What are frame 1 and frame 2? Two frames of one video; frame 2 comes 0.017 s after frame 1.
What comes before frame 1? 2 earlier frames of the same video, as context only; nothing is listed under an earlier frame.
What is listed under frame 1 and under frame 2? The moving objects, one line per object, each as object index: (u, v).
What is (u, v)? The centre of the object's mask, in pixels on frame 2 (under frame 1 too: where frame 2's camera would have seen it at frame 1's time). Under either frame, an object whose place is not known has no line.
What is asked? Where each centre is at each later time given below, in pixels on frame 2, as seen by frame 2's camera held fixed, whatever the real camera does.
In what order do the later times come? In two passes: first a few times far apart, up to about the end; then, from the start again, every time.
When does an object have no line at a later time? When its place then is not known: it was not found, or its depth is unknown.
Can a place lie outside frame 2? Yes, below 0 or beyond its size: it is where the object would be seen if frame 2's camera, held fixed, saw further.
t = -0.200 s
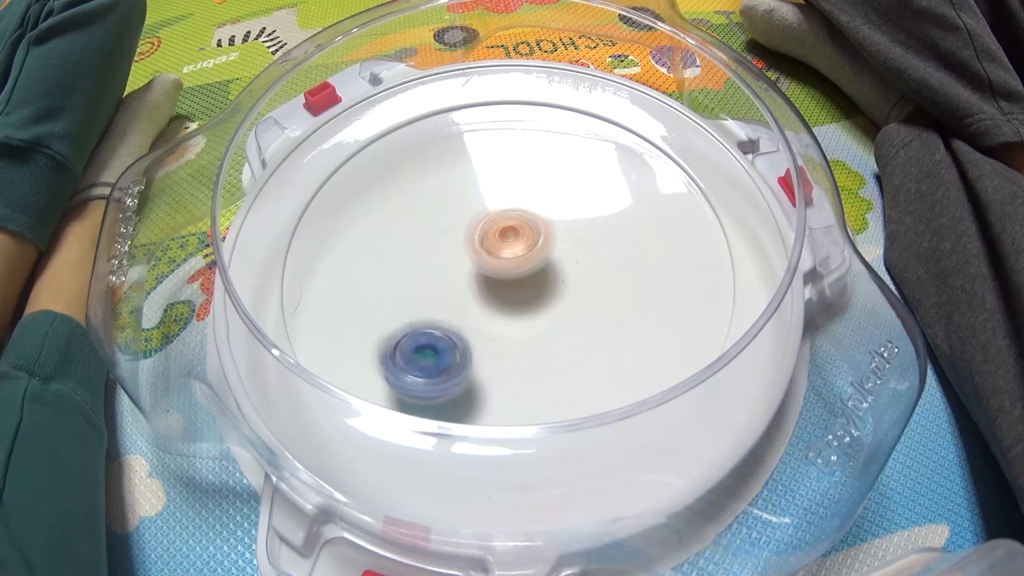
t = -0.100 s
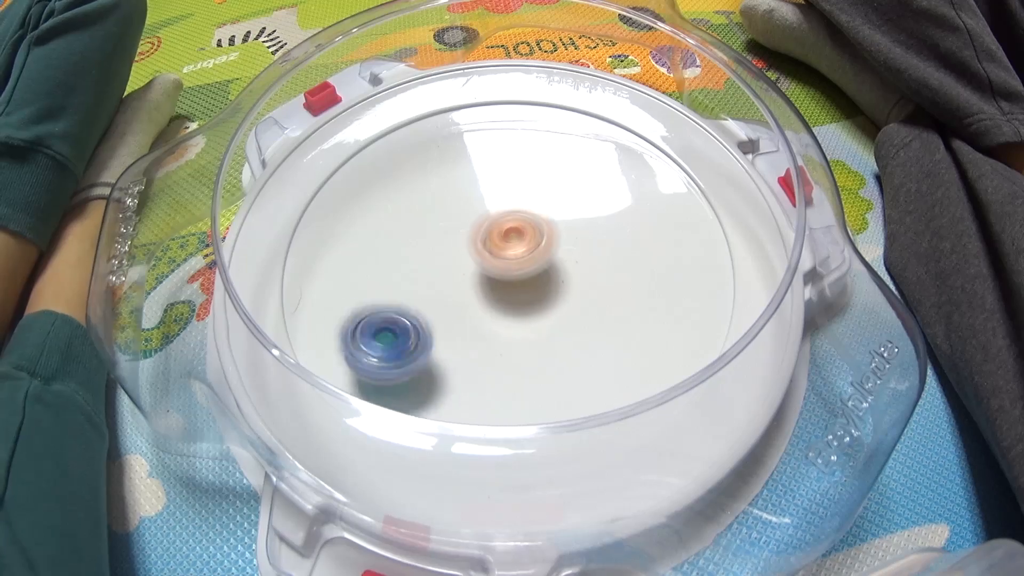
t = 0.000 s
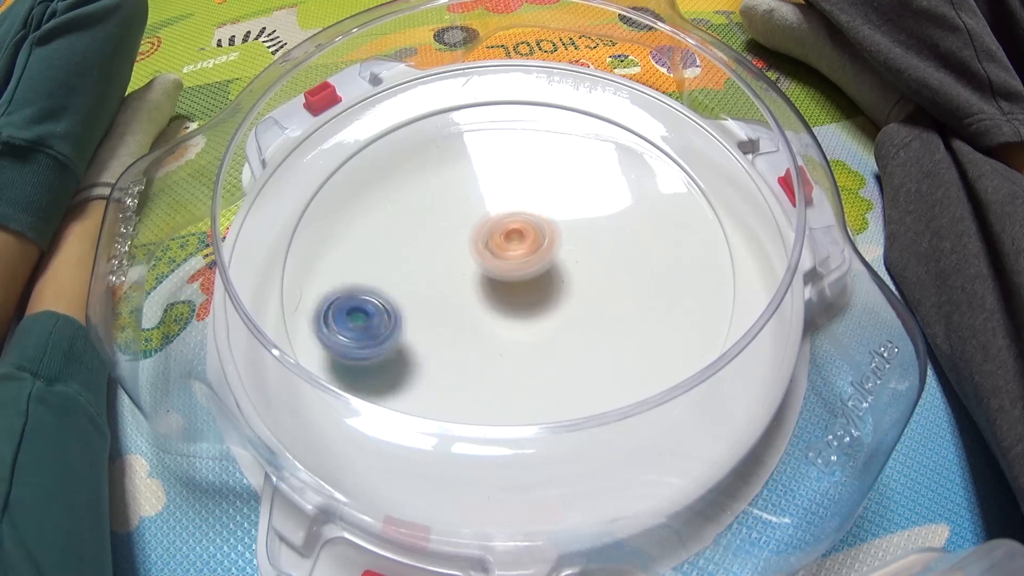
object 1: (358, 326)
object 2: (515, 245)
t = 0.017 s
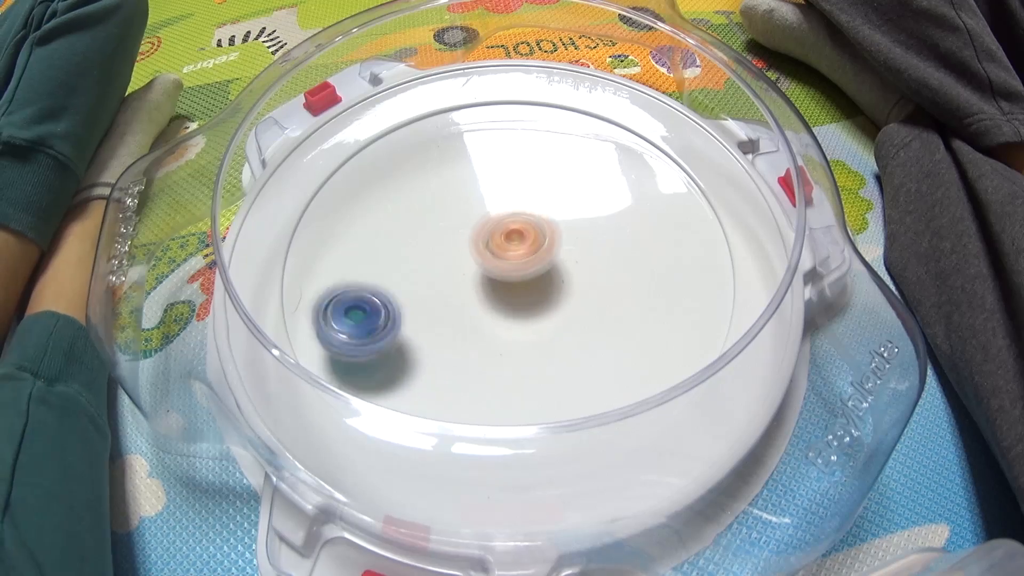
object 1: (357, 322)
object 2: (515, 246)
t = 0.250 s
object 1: (382, 255)
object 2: (520, 250)
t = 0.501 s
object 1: (407, 171)
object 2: (522, 251)
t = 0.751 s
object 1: (449, 166)
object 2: (524, 253)
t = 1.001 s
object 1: (562, 178)
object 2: (519, 255)
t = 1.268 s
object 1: (633, 178)
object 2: (511, 253)
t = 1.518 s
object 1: (616, 249)
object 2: (489, 249)
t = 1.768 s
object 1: (659, 302)
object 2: (475, 245)
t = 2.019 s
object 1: (570, 311)
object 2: (485, 251)
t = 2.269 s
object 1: (477, 359)
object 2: (482, 232)
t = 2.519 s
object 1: (442, 342)
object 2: (487, 233)
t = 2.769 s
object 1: (244, 288)
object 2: (663, 148)
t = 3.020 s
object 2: (670, 128)
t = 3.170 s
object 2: (619, 165)
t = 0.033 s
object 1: (356, 320)
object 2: (516, 246)
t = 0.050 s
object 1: (356, 317)
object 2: (516, 246)
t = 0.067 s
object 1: (355, 313)
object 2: (516, 246)
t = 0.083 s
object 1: (357, 311)
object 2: (517, 247)
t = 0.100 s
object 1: (359, 307)
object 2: (517, 247)
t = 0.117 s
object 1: (360, 301)
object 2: (517, 248)
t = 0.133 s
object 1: (363, 297)
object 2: (518, 248)
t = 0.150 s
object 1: (365, 291)
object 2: (518, 248)
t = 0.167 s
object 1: (369, 285)
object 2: (518, 249)
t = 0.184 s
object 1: (371, 279)
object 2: (519, 249)
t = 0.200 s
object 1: (374, 274)
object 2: (519, 249)
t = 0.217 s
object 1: (377, 267)
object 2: (519, 249)
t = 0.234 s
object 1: (378, 261)
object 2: (519, 250)
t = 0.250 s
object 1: (382, 255)
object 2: (520, 250)
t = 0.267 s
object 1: (384, 249)
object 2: (520, 250)
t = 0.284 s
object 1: (386, 242)
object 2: (520, 250)
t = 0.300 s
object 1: (388, 236)
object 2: (520, 251)
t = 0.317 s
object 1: (391, 231)
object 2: (520, 251)
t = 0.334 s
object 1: (392, 223)
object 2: (520, 251)
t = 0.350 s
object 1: (394, 218)
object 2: (521, 251)
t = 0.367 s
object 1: (396, 212)
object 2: (521, 251)
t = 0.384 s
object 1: (397, 206)
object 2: (521, 251)
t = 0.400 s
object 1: (400, 201)
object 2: (521, 251)
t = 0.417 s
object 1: (401, 196)
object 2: (521, 251)
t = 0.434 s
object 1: (403, 190)
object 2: (521, 251)
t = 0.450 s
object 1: (404, 185)
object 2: (522, 251)
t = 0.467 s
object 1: (406, 181)
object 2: (522, 251)
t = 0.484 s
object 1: (406, 175)
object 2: (522, 251)
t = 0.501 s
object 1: (407, 171)
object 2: (522, 251)
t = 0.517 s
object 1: (409, 168)
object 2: (523, 251)
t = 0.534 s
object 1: (410, 163)
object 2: (523, 251)
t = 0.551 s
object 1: (412, 161)
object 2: (523, 251)
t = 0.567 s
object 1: (413, 159)
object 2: (524, 251)
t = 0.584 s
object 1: (415, 157)
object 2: (524, 251)
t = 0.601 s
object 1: (417, 156)
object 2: (525, 252)
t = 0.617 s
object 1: (419, 156)
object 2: (525, 252)
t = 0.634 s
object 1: (421, 156)
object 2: (525, 252)
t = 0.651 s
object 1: (424, 157)
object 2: (525, 252)
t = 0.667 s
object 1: (427, 156)
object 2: (525, 252)
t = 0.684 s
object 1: (430, 157)
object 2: (525, 252)
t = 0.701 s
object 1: (435, 159)
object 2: (525, 252)
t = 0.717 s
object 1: (439, 160)
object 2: (525, 253)
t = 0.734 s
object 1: (443, 163)
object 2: (525, 253)
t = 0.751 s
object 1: (449, 166)
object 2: (524, 253)
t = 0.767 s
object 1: (457, 167)
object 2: (524, 254)
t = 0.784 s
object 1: (462, 168)
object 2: (523, 254)
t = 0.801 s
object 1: (471, 171)
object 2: (523, 253)
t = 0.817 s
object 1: (479, 171)
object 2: (522, 253)
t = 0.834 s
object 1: (484, 173)
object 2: (522, 253)
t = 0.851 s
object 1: (494, 174)
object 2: (521, 253)
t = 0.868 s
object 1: (501, 175)
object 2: (521, 253)
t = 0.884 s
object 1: (508, 176)
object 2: (521, 253)
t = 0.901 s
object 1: (517, 177)
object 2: (520, 253)
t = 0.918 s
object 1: (526, 177)
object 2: (520, 253)
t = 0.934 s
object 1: (532, 179)
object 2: (519, 253)
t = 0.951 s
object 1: (541, 179)
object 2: (520, 254)
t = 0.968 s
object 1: (547, 178)
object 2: (519, 254)
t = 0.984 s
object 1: (555, 179)
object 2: (519, 254)
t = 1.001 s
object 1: (562, 178)
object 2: (519, 255)
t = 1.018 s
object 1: (569, 179)
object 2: (518, 255)
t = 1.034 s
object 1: (576, 179)
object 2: (518, 255)
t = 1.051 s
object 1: (583, 179)
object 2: (517, 255)
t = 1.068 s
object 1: (590, 179)
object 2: (516, 255)
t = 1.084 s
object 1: (597, 181)
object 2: (516, 255)
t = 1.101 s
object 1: (603, 179)
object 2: (515, 255)
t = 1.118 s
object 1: (608, 179)
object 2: (515, 255)
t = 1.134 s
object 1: (614, 178)
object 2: (514, 255)
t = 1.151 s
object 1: (618, 177)
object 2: (514, 255)
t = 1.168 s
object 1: (623, 178)
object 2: (514, 255)
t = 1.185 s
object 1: (627, 176)
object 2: (513, 255)
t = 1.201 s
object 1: (629, 177)
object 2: (513, 254)
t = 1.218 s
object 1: (632, 176)
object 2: (513, 254)
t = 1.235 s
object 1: (633, 176)
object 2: (512, 254)
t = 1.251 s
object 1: (634, 178)
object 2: (512, 254)
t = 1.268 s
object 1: (633, 178)
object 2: (511, 253)
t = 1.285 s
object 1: (632, 180)
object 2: (511, 253)
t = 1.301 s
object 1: (631, 181)
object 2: (511, 253)
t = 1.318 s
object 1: (629, 184)
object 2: (511, 253)
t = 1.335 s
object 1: (627, 186)
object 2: (510, 253)
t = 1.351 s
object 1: (624, 190)
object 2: (510, 252)
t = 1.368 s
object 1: (621, 195)
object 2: (510, 252)
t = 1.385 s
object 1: (618, 201)
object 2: (510, 252)
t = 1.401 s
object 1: (615, 206)
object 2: (510, 252)
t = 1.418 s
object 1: (611, 213)
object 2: (510, 252)
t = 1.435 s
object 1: (609, 219)
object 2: (510, 251)
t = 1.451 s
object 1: (606, 225)
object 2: (509, 251)
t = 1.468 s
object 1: (603, 231)
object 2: (509, 251)
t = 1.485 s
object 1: (607, 237)
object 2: (504, 251)
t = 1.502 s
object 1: (611, 244)
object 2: (496, 250)
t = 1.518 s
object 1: (616, 249)
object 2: (489, 249)
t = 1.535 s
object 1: (618, 253)
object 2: (483, 247)
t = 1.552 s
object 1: (623, 259)
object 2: (479, 247)
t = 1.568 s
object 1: (626, 263)
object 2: (476, 246)
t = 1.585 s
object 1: (631, 268)
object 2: (474, 245)
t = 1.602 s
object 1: (633, 272)
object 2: (473, 244)
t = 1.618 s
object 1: (639, 278)
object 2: (473, 244)
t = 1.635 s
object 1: (642, 281)
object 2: (472, 243)
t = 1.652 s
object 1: (646, 286)
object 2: (472, 243)
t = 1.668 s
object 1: (648, 289)
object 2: (472, 243)
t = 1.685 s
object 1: (653, 293)
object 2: (472, 243)
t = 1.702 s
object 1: (655, 296)
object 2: (473, 243)
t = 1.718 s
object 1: (659, 299)
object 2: (473, 244)
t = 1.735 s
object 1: (660, 300)
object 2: (474, 244)
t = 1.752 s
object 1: (660, 302)
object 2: (475, 245)
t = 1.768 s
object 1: (659, 302)
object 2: (475, 245)
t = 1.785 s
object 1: (659, 304)
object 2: (476, 246)
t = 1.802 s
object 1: (657, 304)
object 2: (477, 246)
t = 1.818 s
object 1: (655, 305)
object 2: (477, 247)
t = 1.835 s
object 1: (650, 305)
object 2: (478, 248)
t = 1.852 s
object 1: (647, 305)
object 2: (478, 248)
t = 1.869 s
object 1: (642, 305)
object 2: (479, 249)
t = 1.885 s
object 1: (636, 305)
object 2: (480, 249)
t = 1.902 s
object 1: (629, 305)
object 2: (481, 250)
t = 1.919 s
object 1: (621, 306)
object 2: (481, 250)
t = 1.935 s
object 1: (612, 306)
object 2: (482, 250)
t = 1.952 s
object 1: (604, 307)
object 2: (483, 250)
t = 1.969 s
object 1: (595, 308)
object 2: (483, 251)
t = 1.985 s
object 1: (587, 309)
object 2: (484, 251)
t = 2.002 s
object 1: (578, 309)
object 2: (485, 251)
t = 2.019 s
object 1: (570, 311)
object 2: (485, 251)
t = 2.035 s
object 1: (561, 311)
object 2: (486, 251)
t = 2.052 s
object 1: (552, 311)
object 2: (486, 251)
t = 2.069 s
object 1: (546, 316)
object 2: (485, 248)
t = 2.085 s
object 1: (542, 322)
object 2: (483, 243)
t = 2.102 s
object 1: (535, 327)
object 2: (481, 239)
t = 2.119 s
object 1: (528, 331)
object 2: (480, 237)
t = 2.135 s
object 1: (523, 335)
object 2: (480, 235)
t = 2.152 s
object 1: (517, 338)
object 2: (480, 233)
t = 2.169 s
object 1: (512, 342)
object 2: (481, 233)
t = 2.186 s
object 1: (506, 345)
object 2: (481, 232)
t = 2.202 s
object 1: (500, 348)
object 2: (481, 232)
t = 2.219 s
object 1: (494, 351)
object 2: (482, 232)
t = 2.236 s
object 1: (488, 354)
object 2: (482, 232)
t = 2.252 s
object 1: (483, 356)
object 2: (482, 232)
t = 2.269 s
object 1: (477, 359)
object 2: (482, 232)
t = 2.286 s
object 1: (472, 361)
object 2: (483, 232)
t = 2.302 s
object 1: (467, 363)
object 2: (483, 232)
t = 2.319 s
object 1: (462, 365)
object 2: (483, 232)
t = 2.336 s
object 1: (458, 366)
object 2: (483, 233)
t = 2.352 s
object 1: (454, 367)
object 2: (483, 233)
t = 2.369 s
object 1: (452, 367)
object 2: (484, 233)
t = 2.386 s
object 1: (450, 366)
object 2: (484, 233)
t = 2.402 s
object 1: (448, 365)
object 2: (485, 232)
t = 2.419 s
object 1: (447, 363)
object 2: (485, 232)
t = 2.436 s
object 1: (445, 361)
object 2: (486, 232)
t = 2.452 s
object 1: (445, 359)
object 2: (486, 232)
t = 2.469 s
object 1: (444, 356)
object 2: (486, 233)
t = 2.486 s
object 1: (444, 352)
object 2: (487, 233)
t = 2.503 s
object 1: (443, 348)
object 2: (487, 232)
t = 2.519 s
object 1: (442, 342)
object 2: (487, 233)
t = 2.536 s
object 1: (441, 337)
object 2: (487, 233)
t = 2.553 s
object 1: (440, 330)
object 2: (488, 233)
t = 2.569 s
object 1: (438, 324)
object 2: (488, 234)
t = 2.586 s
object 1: (437, 318)
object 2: (489, 234)
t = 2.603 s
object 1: (436, 311)
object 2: (489, 234)
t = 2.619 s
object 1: (434, 305)
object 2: (490, 234)
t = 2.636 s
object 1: (434, 299)
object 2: (490, 235)
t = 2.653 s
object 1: (432, 293)
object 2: (491, 235)
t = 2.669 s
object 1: (402, 293)
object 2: (511, 229)
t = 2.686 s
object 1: (366, 296)
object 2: (543, 218)
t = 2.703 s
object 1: (331, 298)
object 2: (577, 201)
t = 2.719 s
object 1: (299, 298)
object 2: (604, 187)
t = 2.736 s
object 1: (279, 293)
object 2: (627, 174)
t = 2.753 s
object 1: (262, 292)
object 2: (648, 161)
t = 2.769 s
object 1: (244, 288)
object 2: (663, 148)
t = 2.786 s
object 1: (231, 286)
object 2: (678, 139)
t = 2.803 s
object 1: (220, 288)
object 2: (684, 131)
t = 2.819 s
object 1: (209, 291)
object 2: (691, 126)
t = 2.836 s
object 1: (200, 294)
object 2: (695, 124)
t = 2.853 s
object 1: (188, 294)
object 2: (701, 118)
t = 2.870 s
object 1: (176, 295)
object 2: (701, 117)
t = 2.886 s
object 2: (698, 117)
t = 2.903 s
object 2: (694, 118)
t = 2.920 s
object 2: (692, 120)
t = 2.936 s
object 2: (688, 121)
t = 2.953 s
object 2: (684, 122)
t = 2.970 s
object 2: (680, 123)
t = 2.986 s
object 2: (678, 125)
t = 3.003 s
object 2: (674, 126)
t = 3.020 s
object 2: (670, 128)
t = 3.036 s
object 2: (664, 129)
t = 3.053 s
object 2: (661, 133)
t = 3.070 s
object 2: (656, 138)
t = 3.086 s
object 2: (650, 140)
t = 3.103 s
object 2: (644, 145)
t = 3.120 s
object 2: (638, 150)
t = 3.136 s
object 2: (632, 155)
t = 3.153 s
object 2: (625, 160)
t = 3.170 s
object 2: (619, 165)
